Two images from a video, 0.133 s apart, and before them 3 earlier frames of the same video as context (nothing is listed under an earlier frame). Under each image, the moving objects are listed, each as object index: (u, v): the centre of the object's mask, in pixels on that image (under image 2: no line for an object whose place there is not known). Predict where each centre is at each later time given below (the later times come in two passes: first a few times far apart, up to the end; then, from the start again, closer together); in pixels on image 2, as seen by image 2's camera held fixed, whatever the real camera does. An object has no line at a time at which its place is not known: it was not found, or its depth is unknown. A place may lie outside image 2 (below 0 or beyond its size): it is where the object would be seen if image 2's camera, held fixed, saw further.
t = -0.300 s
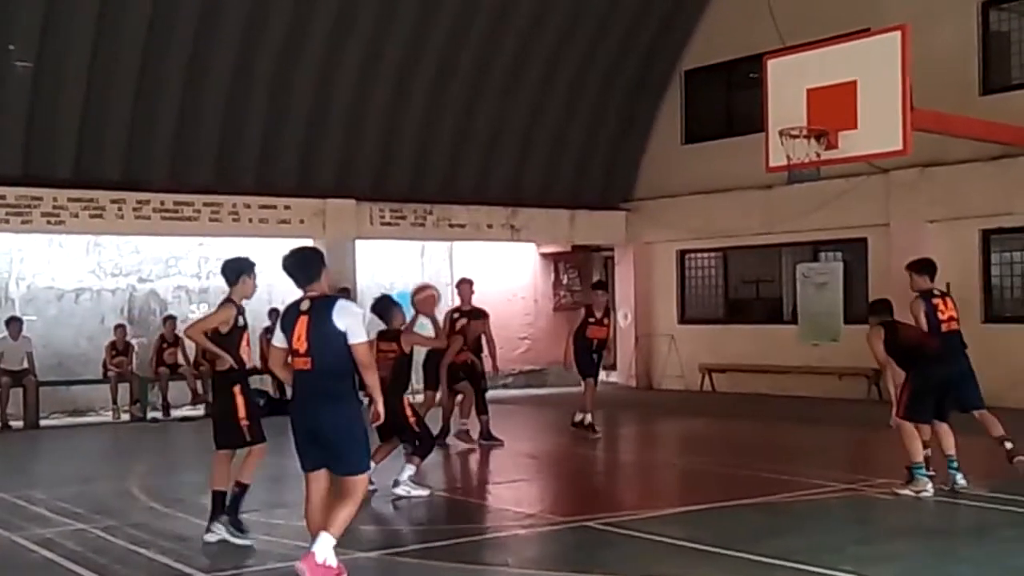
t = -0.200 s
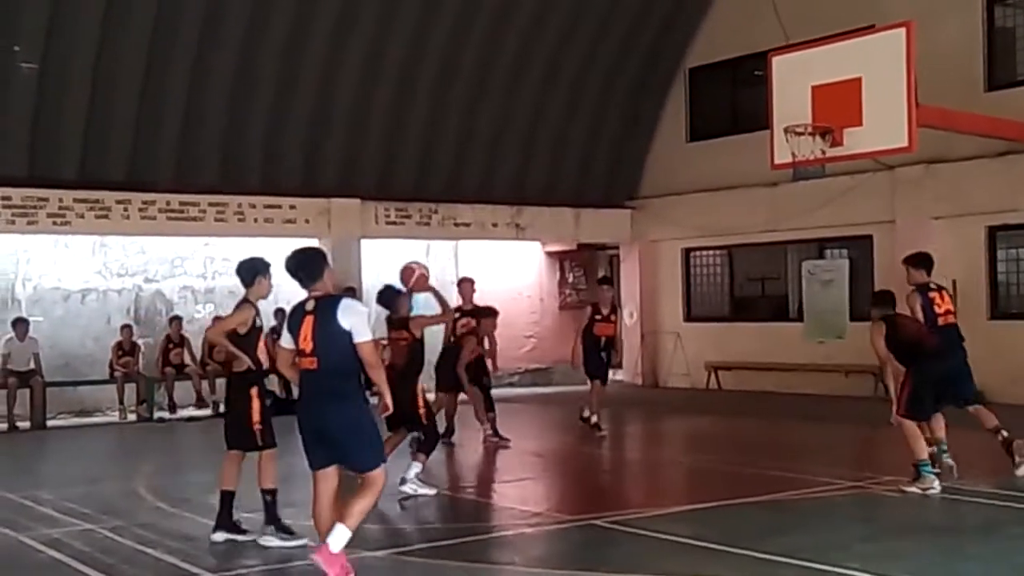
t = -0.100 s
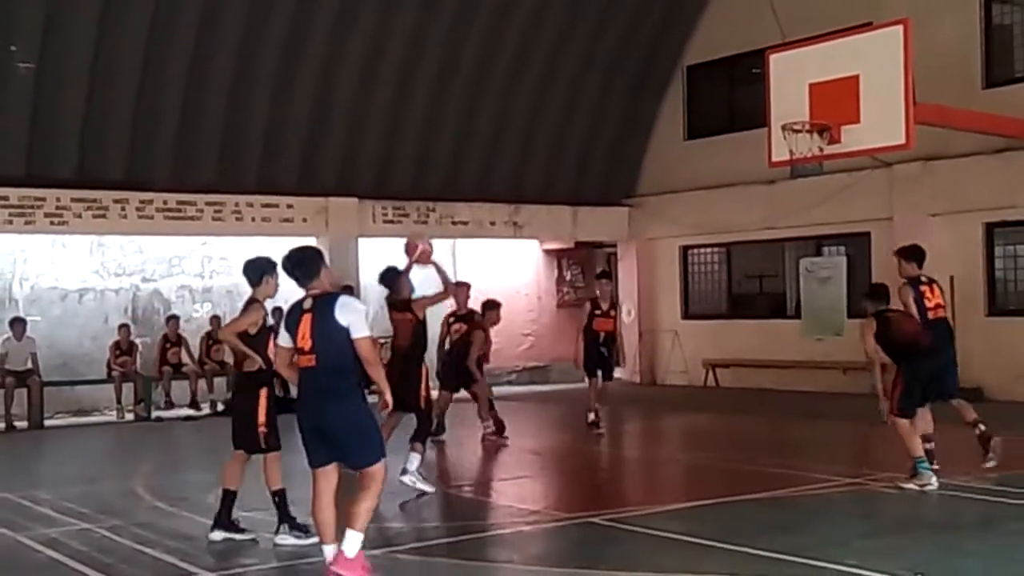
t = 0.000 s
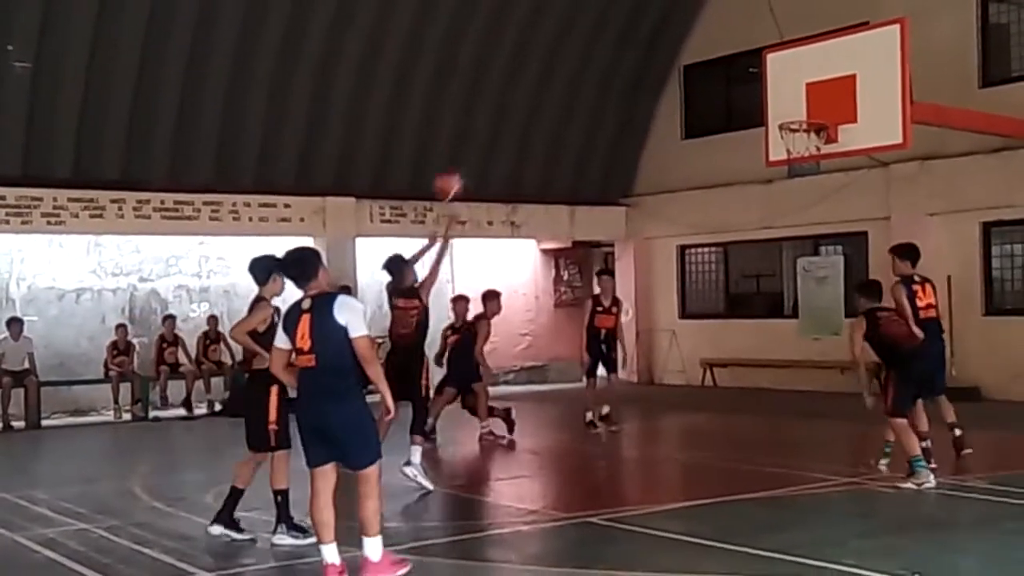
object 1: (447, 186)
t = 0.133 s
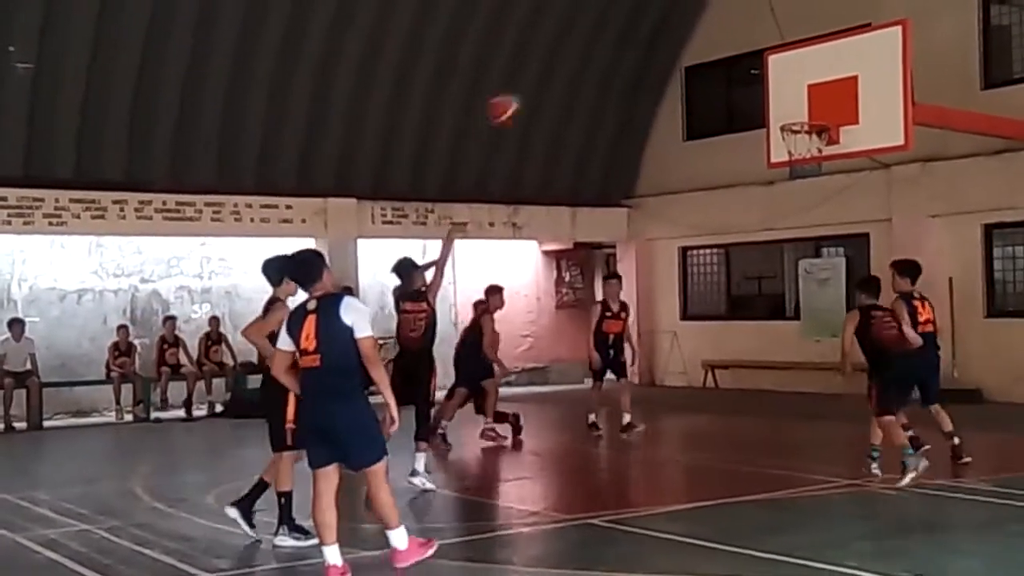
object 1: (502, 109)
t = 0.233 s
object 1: (544, 65)
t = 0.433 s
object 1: (615, 19)
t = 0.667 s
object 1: (693, 25)
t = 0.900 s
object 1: (762, 80)
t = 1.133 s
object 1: (803, 117)
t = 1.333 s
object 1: (800, 107)
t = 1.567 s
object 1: (802, 111)
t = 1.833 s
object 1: (809, 180)
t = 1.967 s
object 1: (811, 227)
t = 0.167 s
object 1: (518, 92)
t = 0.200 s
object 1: (530, 78)
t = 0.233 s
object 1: (544, 65)
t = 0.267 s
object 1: (556, 54)
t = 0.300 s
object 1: (567, 44)
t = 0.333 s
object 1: (580, 37)
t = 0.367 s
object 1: (592, 28)
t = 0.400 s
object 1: (604, 22)
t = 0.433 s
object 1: (615, 19)
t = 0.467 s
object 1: (626, 18)
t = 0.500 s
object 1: (638, 18)
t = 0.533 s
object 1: (651, 17)
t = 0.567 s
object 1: (661, 19)
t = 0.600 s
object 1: (671, 20)
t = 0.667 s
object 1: (693, 25)
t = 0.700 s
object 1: (704, 28)
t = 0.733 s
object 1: (713, 32)
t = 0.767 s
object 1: (724, 38)
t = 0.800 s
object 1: (734, 50)
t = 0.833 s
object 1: (746, 61)
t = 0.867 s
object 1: (753, 69)
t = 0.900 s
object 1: (762, 80)
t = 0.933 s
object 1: (773, 93)
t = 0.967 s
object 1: (782, 106)
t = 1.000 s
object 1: (789, 115)
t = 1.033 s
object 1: (795, 115)
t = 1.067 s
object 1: (801, 115)
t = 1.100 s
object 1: (804, 118)
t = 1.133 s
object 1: (803, 117)
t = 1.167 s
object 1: (803, 116)
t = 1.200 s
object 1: (802, 114)
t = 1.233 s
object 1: (801, 113)
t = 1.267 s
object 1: (800, 113)
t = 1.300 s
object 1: (800, 111)
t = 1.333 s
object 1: (800, 107)
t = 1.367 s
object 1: (800, 104)
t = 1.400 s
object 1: (801, 103)
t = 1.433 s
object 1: (801, 103)
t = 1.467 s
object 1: (802, 103)
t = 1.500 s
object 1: (802, 105)
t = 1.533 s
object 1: (803, 108)
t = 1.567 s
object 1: (802, 111)
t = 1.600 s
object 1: (803, 115)
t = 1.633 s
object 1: (803, 120)
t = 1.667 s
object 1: (802, 129)
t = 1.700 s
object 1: (802, 136)
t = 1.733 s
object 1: (802, 140)
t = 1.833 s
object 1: (809, 180)
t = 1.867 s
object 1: (809, 187)
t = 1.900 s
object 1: (810, 199)
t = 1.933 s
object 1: (810, 212)
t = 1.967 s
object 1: (811, 227)
